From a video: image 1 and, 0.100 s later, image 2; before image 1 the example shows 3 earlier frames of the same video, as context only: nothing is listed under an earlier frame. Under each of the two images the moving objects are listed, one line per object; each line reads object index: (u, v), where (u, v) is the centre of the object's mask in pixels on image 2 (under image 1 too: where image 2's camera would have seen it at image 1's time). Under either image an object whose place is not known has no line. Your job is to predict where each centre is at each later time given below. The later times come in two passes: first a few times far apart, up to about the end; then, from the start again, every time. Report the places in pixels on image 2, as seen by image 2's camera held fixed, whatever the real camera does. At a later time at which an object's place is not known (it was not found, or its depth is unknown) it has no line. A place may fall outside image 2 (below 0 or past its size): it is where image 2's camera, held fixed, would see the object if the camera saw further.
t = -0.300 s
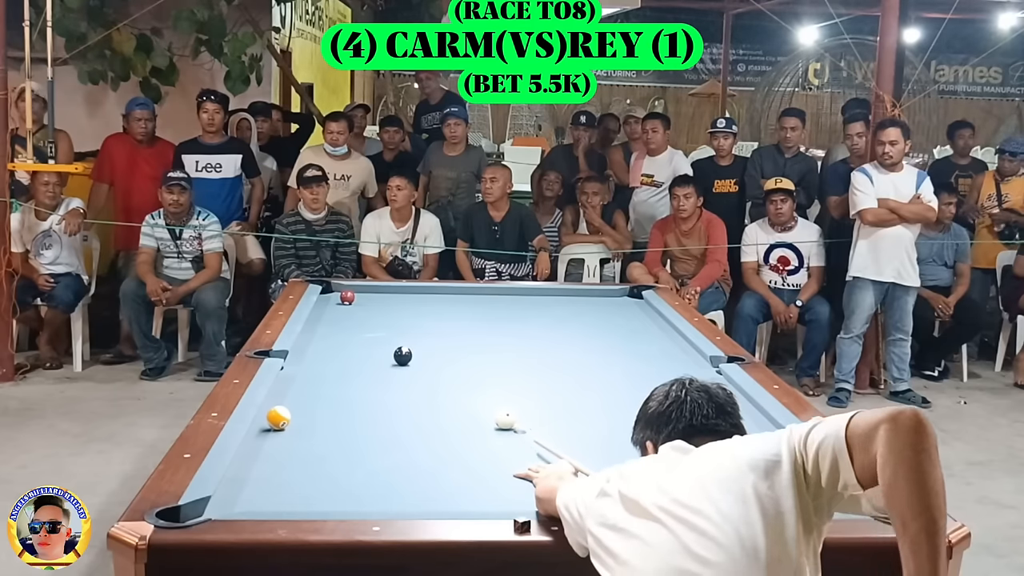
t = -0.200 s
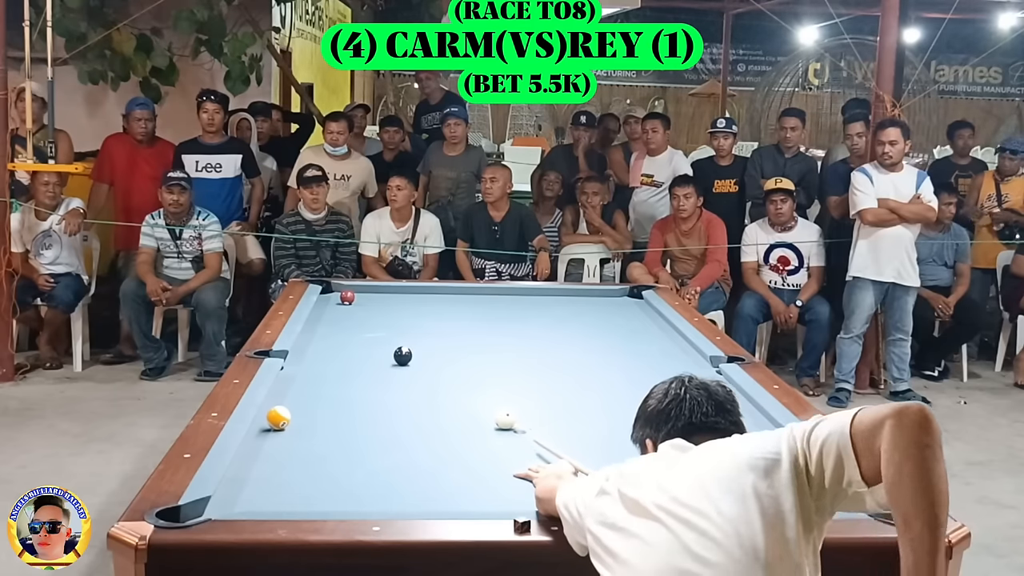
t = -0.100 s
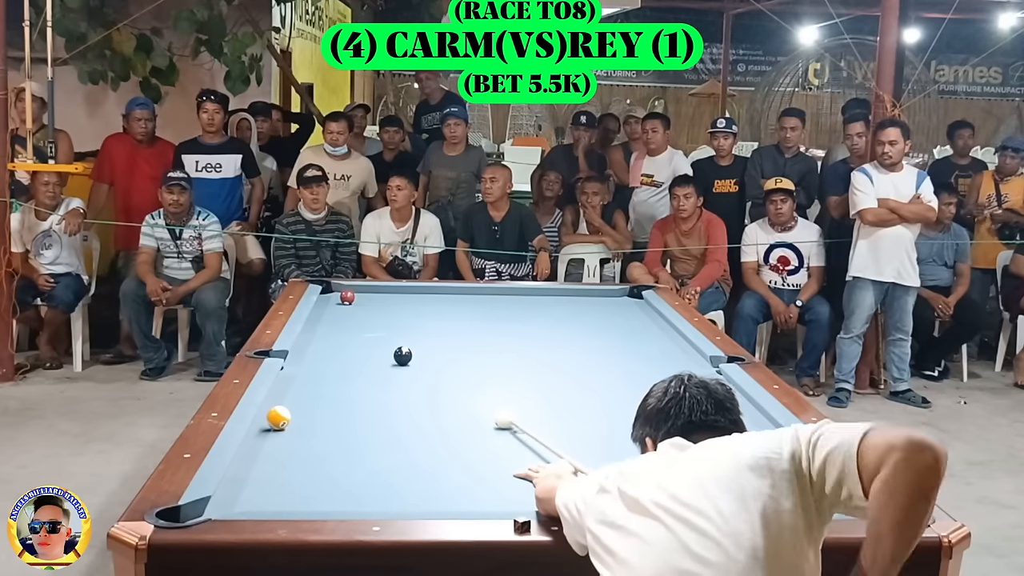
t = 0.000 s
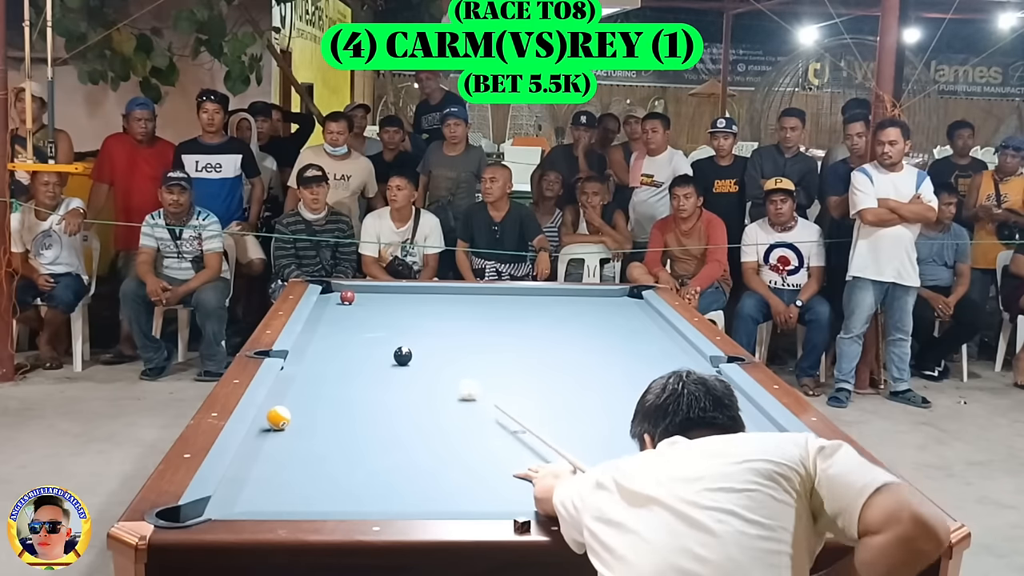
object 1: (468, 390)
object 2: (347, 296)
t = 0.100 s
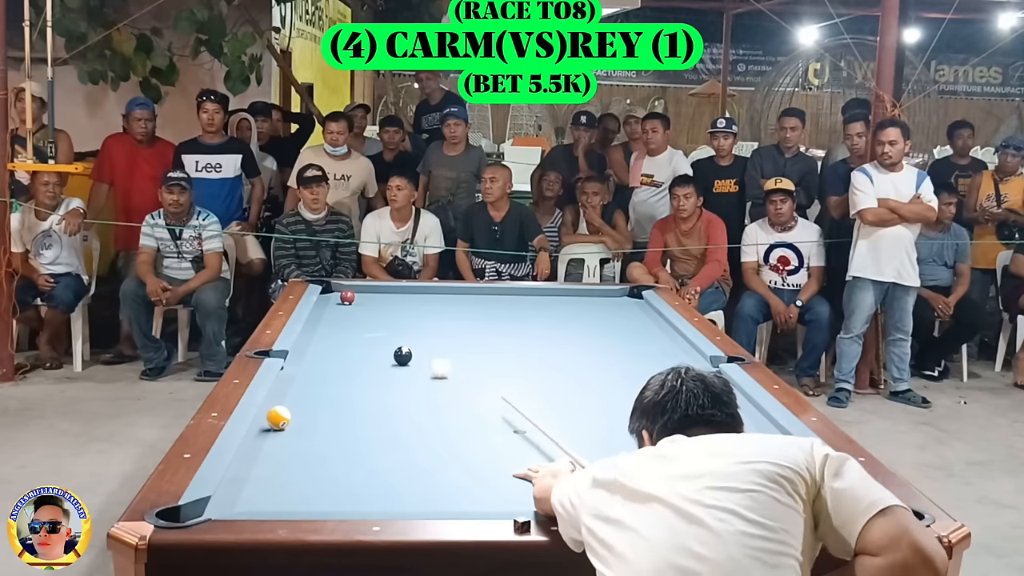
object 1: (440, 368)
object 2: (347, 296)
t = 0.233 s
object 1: (414, 346)
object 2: (347, 296)
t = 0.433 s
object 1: (379, 321)
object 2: (347, 296)
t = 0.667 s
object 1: (351, 300)
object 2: (343, 294)
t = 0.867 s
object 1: (352, 296)
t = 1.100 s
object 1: (348, 291)
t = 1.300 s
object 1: (346, 288)
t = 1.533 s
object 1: (348, 291)
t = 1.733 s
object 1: (349, 293)
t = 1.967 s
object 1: (351, 296)
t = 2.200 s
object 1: (352, 298)
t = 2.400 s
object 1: (354, 300)
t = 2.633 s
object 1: (355, 302)
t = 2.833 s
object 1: (356, 304)
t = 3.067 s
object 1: (357, 306)
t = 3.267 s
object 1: (357, 307)
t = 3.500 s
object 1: (357, 309)
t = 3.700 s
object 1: (357, 310)
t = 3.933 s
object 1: (357, 311)
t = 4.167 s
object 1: (357, 312)
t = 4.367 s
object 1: (357, 312)
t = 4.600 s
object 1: (357, 313)
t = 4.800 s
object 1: (357, 313)
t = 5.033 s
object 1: (357, 313)
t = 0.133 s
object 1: (432, 363)
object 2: (347, 296)
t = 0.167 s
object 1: (425, 357)
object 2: (347, 296)
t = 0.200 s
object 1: (419, 351)
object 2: (347, 296)
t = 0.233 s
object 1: (414, 346)
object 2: (347, 296)
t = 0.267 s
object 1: (407, 340)
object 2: (347, 296)
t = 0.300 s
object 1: (400, 337)
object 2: (347, 296)
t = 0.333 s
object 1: (395, 333)
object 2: (347, 296)
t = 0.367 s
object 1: (390, 329)
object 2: (347, 296)
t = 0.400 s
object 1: (384, 325)
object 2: (347, 296)
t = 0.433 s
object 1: (379, 321)
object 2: (347, 296)
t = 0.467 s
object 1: (375, 317)
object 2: (347, 296)
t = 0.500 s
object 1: (370, 314)
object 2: (347, 296)
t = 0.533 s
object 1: (367, 312)
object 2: (347, 296)
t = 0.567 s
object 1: (363, 308)
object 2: (347, 296)
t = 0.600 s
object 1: (359, 305)
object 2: (347, 296)
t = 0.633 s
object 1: (354, 302)
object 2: (345, 295)
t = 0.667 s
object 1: (351, 300)
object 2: (343, 294)
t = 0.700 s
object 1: (352, 299)
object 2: (341, 293)
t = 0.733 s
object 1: (352, 299)
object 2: (337, 290)
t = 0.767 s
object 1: (353, 298)
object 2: (333, 287)
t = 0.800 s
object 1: (352, 298)
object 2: (330, 288)
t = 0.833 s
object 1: (352, 297)
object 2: (327, 286)
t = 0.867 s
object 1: (352, 296)
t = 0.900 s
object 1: (351, 296)
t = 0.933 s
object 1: (351, 295)
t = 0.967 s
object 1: (350, 294)
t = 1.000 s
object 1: (349, 293)
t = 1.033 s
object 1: (349, 292)
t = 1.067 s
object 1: (349, 291)
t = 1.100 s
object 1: (348, 291)
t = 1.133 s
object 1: (348, 290)
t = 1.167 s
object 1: (347, 289)
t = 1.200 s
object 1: (347, 288)
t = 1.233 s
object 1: (346, 288)
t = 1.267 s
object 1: (346, 288)
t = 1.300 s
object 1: (346, 288)
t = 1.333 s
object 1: (346, 288)
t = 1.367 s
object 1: (347, 289)
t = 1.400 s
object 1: (347, 289)
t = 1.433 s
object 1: (347, 289)
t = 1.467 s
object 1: (347, 290)
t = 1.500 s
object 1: (348, 290)
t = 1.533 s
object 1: (348, 291)
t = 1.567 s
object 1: (348, 291)
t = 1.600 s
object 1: (348, 292)
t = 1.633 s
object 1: (349, 292)
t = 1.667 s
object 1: (349, 292)
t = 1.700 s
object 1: (349, 293)
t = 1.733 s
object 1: (349, 293)
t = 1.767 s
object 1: (350, 293)
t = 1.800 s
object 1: (350, 294)
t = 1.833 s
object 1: (350, 294)
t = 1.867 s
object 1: (350, 295)
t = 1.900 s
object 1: (351, 295)
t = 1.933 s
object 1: (351, 295)
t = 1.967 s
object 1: (351, 296)
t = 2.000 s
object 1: (351, 296)
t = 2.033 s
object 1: (351, 296)
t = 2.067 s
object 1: (352, 297)
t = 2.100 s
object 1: (352, 297)
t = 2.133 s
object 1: (352, 297)
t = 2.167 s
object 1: (352, 298)
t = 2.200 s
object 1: (352, 298)
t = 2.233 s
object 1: (353, 298)
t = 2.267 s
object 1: (353, 299)
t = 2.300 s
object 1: (353, 299)
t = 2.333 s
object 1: (353, 299)
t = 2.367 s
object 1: (353, 300)
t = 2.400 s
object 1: (354, 300)
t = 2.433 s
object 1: (354, 300)
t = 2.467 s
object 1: (354, 301)
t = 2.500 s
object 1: (354, 301)
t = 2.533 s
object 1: (354, 301)
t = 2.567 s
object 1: (355, 301)
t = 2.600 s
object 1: (355, 302)
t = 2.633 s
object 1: (355, 302)
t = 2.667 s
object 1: (355, 302)
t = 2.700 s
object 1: (355, 303)
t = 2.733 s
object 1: (356, 303)
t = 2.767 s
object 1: (356, 303)
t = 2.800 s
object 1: (356, 304)
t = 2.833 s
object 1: (356, 304)
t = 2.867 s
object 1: (356, 304)
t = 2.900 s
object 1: (356, 304)
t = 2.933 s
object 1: (356, 305)
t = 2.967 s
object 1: (356, 305)
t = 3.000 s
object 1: (357, 305)
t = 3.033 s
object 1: (357, 305)
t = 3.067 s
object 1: (357, 306)
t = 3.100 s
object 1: (357, 306)
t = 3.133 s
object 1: (357, 306)
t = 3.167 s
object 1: (357, 306)
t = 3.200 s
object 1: (357, 306)
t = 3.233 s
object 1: (357, 307)
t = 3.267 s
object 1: (357, 307)
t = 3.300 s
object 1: (357, 307)
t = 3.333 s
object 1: (357, 307)
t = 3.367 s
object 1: (357, 308)
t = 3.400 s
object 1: (357, 308)
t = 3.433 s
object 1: (357, 308)
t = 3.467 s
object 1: (357, 308)
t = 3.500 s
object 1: (357, 309)
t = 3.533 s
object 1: (357, 309)
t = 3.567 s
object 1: (357, 309)
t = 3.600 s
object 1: (357, 309)
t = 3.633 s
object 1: (357, 309)
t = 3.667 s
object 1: (357, 309)
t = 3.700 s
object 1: (357, 310)
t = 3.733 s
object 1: (358, 310)
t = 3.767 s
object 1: (357, 310)
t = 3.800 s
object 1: (358, 310)
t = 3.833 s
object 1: (357, 310)
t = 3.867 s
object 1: (357, 310)
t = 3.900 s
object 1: (357, 310)
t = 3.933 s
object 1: (357, 311)
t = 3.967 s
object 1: (357, 311)
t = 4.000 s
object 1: (357, 311)
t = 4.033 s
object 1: (357, 311)
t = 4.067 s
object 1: (357, 311)
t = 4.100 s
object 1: (357, 312)
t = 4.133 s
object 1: (357, 312)
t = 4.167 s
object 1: (357, 312)
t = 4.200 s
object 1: (357, 312)
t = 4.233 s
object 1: (357, 312)
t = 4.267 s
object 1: (357, 312)
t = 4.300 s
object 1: (357, 312)
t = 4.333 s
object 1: (357, 312)
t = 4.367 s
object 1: (357, 312)
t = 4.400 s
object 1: (357, 312)
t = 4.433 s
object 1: (357, 312)
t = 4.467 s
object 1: (357, 312)
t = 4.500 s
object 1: (357, 312)
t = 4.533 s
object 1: (357, 313)
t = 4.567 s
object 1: (357, 313)
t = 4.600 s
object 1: (357, 313)
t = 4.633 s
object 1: (357, 313)
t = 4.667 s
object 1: (357, 313)
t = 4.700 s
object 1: (357, 313)
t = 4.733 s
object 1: (357, 313)
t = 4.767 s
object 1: (357, 313)
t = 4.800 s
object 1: (357, 313)
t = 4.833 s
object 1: (357, 313)
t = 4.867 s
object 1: (357, 313)
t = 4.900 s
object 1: (357, 313)
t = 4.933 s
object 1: (357, 313)
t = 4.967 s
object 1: (357, 313)
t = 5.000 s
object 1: (357, 313)
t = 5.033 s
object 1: (357, 313)
